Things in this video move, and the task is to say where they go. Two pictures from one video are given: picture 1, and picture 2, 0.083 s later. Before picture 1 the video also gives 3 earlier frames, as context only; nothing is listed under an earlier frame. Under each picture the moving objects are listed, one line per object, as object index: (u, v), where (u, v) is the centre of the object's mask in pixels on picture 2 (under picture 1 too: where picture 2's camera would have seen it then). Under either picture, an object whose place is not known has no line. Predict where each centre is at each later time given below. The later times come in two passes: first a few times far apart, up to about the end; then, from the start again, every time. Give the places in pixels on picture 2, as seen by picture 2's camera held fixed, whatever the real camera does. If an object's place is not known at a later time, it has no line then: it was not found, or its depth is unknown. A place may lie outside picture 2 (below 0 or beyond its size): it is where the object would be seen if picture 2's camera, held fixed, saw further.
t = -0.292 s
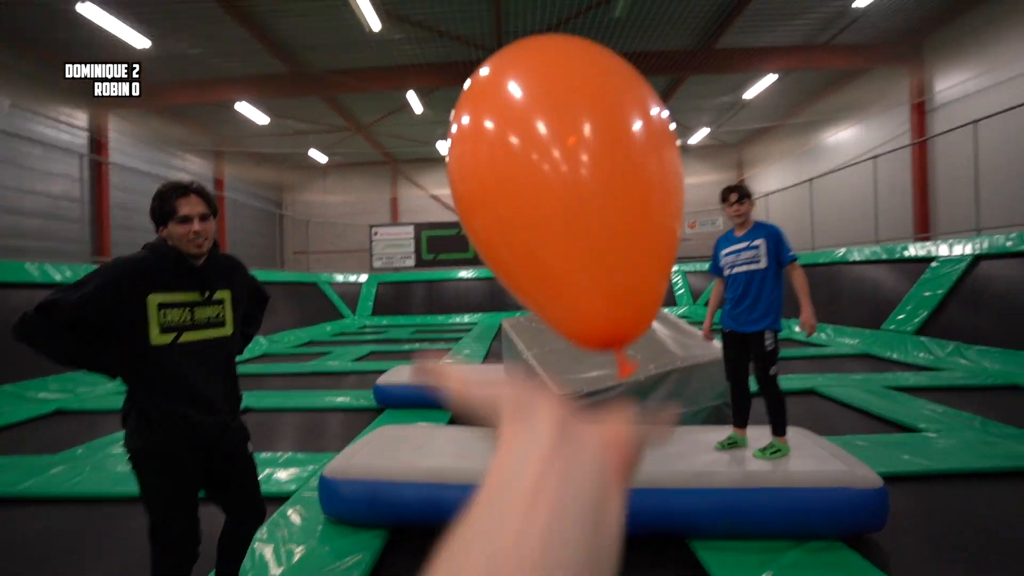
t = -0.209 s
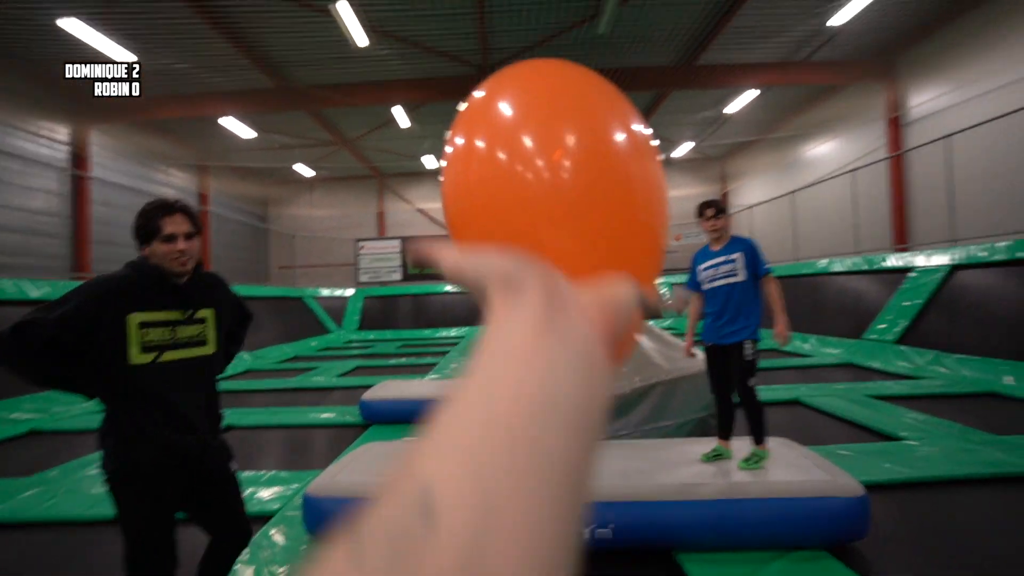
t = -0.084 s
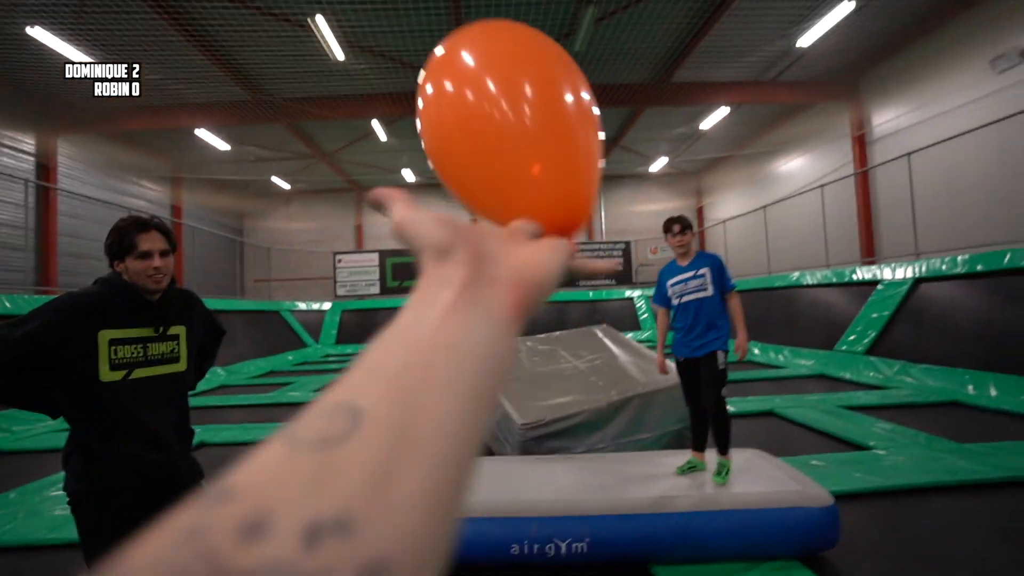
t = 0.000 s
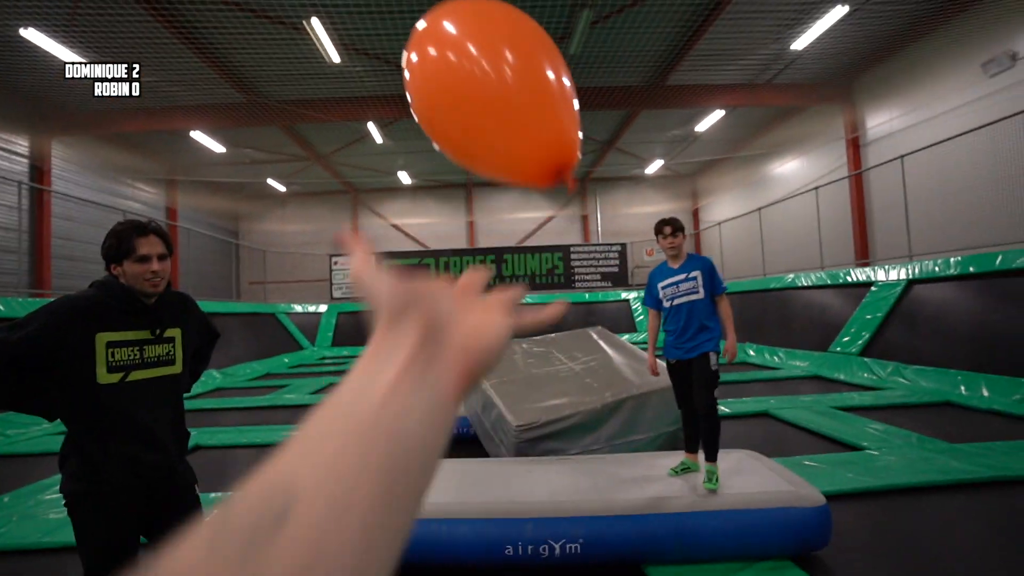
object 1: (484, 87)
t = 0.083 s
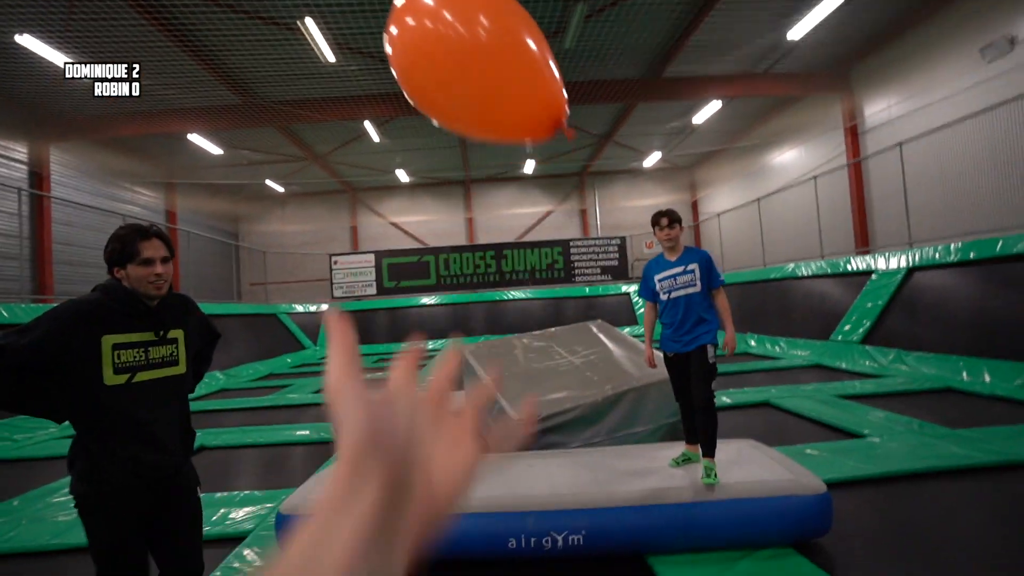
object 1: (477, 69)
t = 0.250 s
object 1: (459, 46)
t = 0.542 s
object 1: (459, 51)
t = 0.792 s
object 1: (477, 114)
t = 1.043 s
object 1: (494, 191)
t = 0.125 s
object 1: (474, 64)
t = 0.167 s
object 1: (468, 57)
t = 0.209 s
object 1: (462, 52)
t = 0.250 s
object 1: (459, 46)
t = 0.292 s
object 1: (457, 41)
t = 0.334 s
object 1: (455, 37)
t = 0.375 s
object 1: (455, 38)
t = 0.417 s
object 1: (456, 41)
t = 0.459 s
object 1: (456, 44)
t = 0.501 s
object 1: (457, 46)
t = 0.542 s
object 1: (459, 51)
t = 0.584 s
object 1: (461, 57)
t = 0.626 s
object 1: (464, 64)
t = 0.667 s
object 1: (466, 73)
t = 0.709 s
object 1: (470, 86)
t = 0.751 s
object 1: (473, 100)
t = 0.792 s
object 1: (477, 114)
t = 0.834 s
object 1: (480, 127)
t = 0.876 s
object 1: (484, 140)
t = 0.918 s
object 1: (487, 153)
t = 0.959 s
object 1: (489, 165)
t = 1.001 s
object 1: (492, 178)
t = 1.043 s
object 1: (494, 191)
